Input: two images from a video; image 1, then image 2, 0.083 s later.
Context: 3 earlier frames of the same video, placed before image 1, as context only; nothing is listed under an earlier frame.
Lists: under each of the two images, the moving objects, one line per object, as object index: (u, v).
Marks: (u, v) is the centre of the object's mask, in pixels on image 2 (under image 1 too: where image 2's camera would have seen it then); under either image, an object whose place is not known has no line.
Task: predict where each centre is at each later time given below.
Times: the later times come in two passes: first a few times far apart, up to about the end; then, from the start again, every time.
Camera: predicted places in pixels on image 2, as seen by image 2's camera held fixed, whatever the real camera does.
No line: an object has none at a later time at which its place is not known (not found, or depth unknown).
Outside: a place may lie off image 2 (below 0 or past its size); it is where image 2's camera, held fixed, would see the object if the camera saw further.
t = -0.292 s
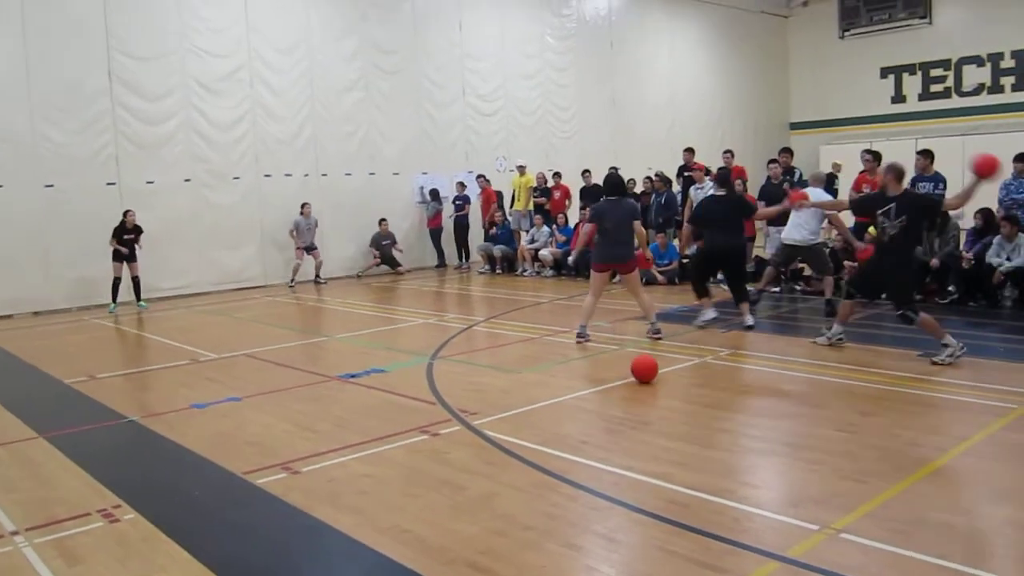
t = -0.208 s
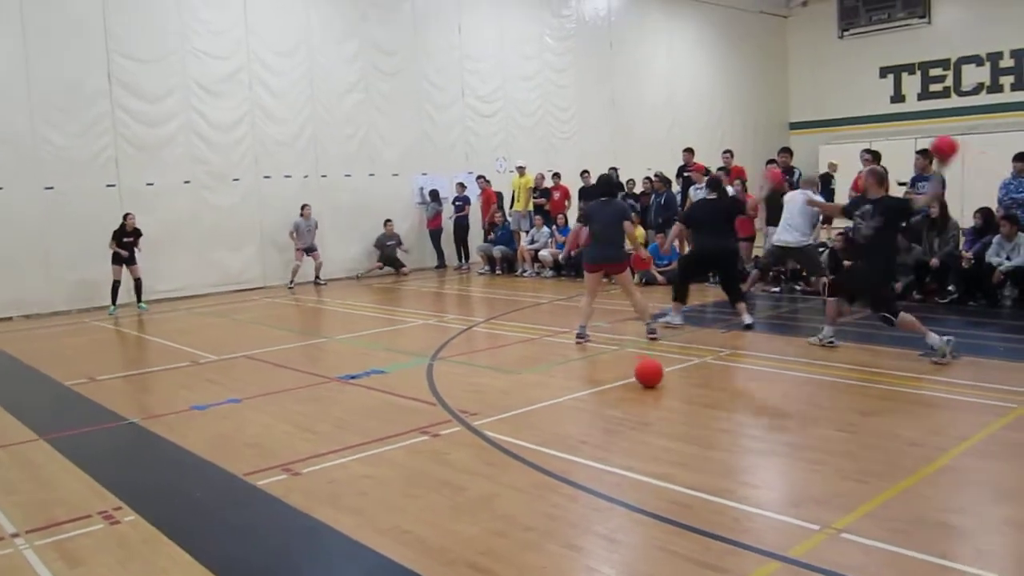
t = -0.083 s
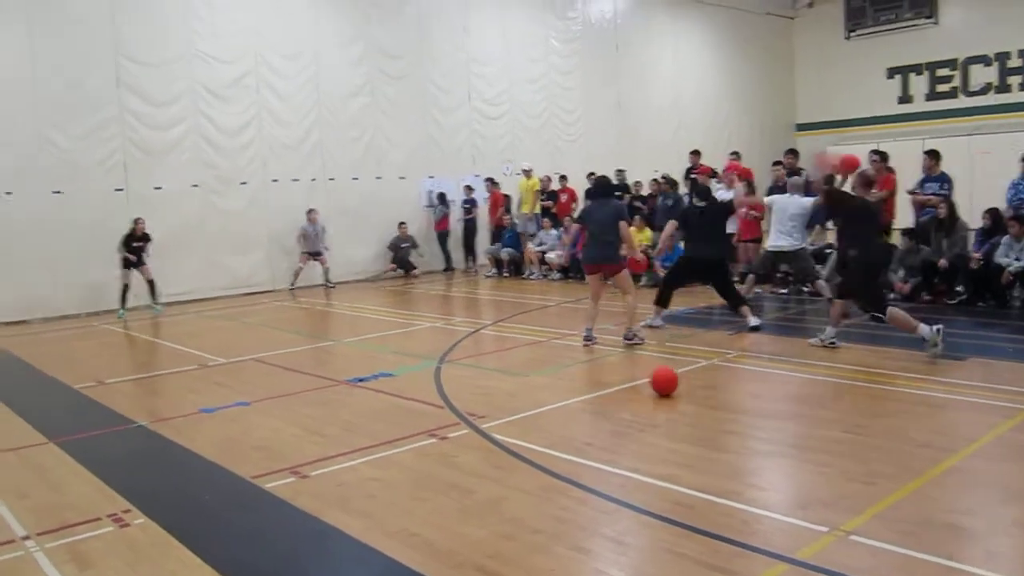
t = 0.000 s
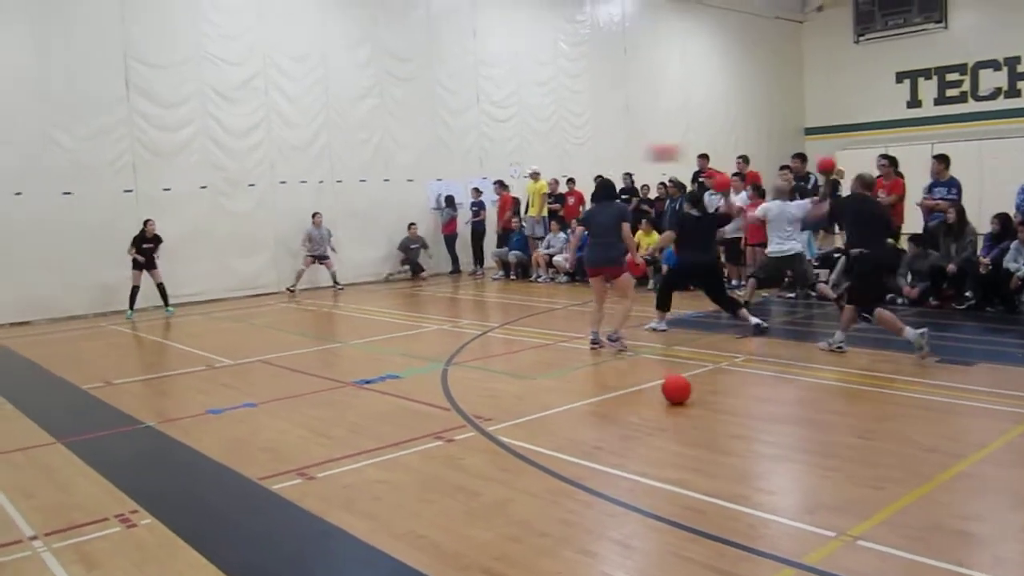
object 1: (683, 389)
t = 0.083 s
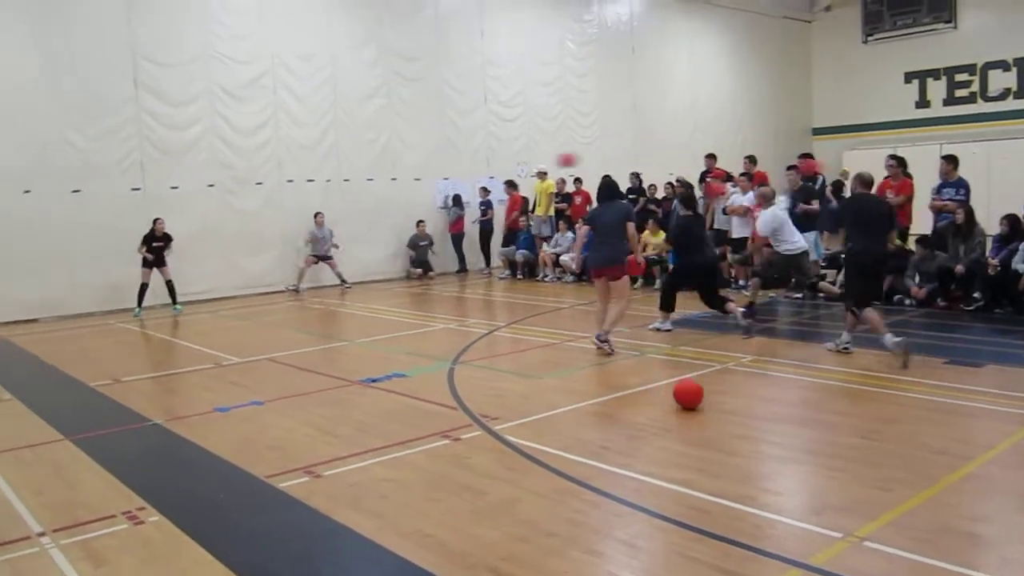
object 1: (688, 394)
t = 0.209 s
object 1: (696, 401)
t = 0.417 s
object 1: (711, 414)
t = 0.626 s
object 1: (727, 427)
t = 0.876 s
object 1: (752, 446)
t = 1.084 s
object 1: (775, 465)
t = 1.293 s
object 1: (801, 485)
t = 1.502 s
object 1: (829, 508)
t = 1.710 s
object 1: (861, 535)
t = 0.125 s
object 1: (691, 396)
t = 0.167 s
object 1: (694, 399)
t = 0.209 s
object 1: (696, 401)
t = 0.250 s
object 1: (699, 403)
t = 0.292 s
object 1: (702, 406)
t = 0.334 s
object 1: (705, 408)
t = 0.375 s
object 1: (708, 411)
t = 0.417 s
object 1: (711, 414)
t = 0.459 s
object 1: (714, 416)
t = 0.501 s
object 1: (717, 419)
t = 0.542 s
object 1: (721, 421)
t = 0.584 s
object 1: (724, 424)
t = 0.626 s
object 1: (727, 427)
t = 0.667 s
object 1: (731, 430)
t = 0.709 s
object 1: (735, 433)
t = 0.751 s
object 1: (740, 436)
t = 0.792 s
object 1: (744, 439)
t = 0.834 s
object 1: (748, 443)
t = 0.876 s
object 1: (752, 446)
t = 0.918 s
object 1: (756, 450)
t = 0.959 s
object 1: (761, 453)
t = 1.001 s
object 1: (765, 457)
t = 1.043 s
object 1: (770, 461)
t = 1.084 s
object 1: (775, 465)
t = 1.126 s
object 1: (780, 468)
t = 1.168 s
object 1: (785, 472)
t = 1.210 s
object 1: (790, 476)
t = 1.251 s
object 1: (795, 480)
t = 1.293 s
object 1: (801, 485)
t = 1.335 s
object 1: (806, 490)
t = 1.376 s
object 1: (812, 494)
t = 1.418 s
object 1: (818, 499)
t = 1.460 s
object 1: (823, 503)
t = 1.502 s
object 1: (829, 508)
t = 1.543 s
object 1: (836, 514)
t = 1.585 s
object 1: (842, 518)
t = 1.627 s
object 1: (848, 523)
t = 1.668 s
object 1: (855, 529)
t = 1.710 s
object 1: (861, 535)
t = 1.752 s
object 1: (868, 538)
